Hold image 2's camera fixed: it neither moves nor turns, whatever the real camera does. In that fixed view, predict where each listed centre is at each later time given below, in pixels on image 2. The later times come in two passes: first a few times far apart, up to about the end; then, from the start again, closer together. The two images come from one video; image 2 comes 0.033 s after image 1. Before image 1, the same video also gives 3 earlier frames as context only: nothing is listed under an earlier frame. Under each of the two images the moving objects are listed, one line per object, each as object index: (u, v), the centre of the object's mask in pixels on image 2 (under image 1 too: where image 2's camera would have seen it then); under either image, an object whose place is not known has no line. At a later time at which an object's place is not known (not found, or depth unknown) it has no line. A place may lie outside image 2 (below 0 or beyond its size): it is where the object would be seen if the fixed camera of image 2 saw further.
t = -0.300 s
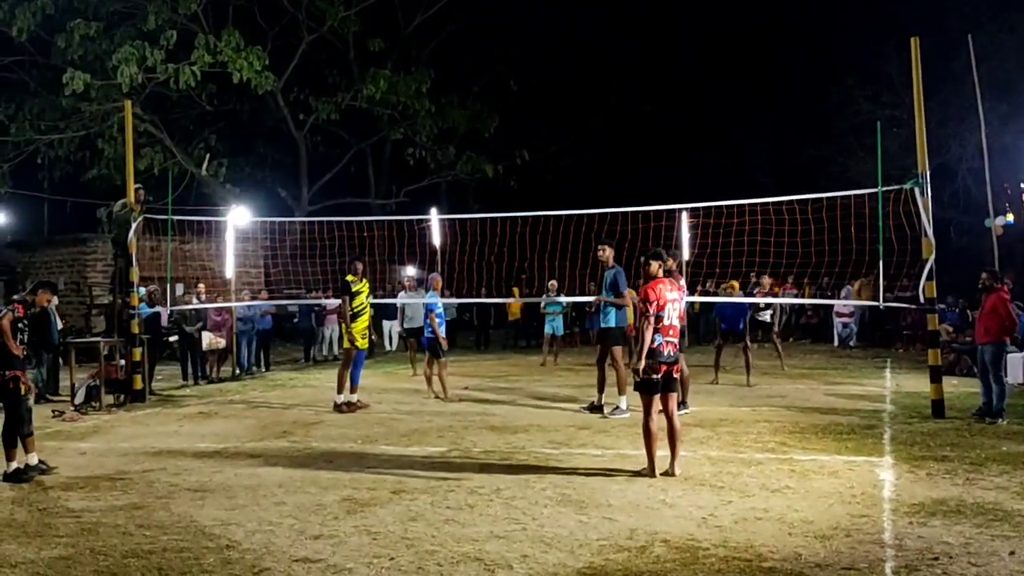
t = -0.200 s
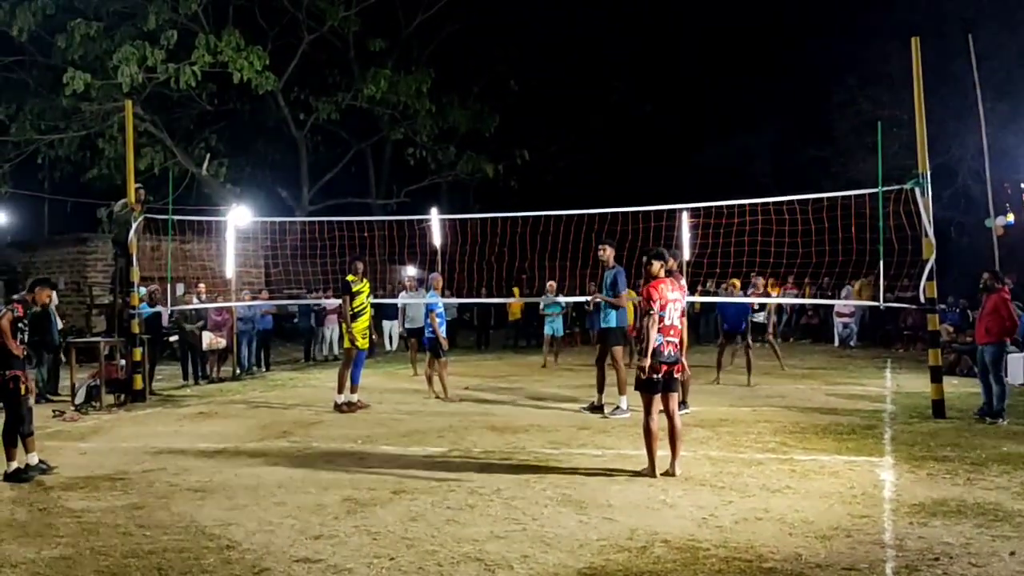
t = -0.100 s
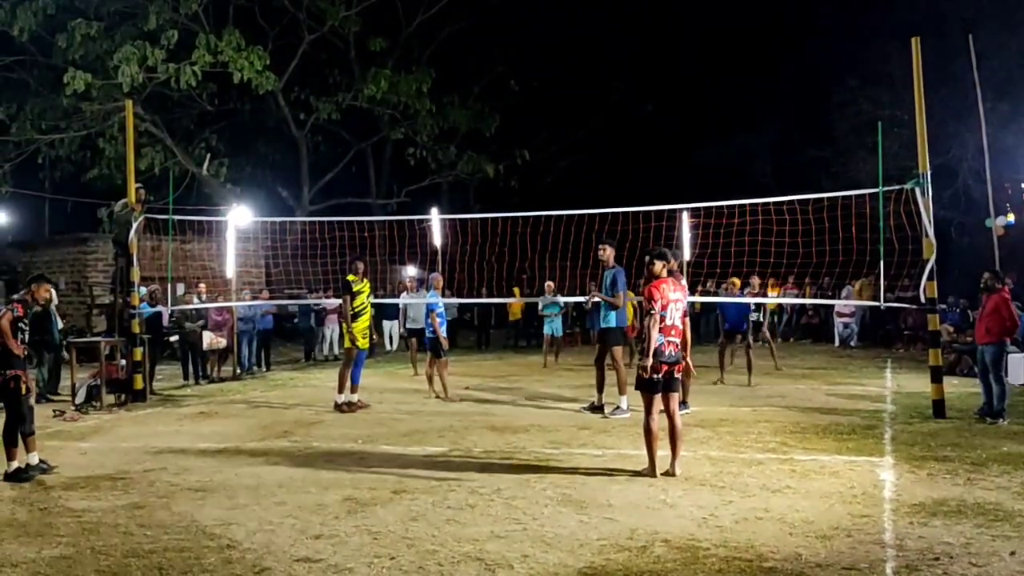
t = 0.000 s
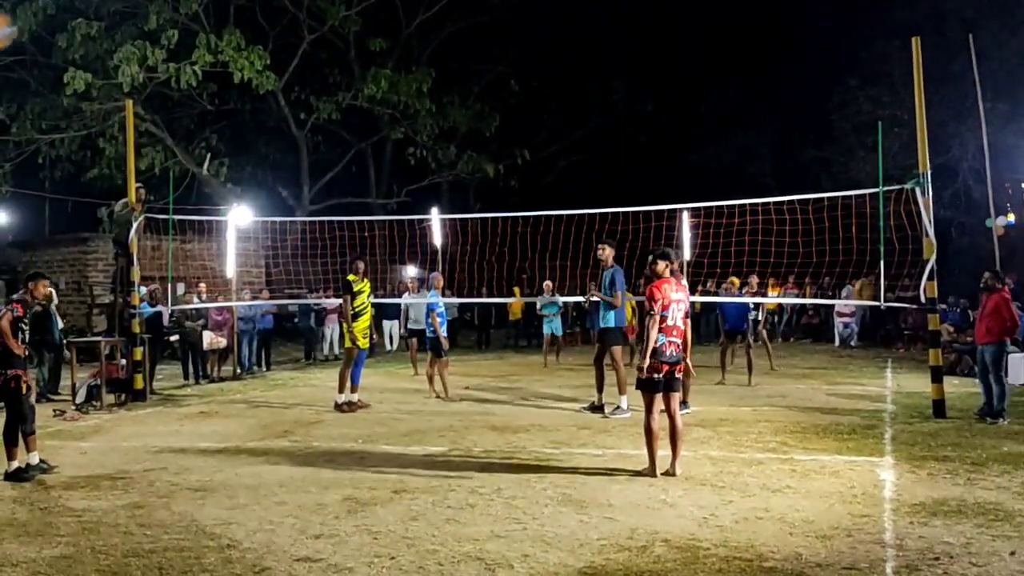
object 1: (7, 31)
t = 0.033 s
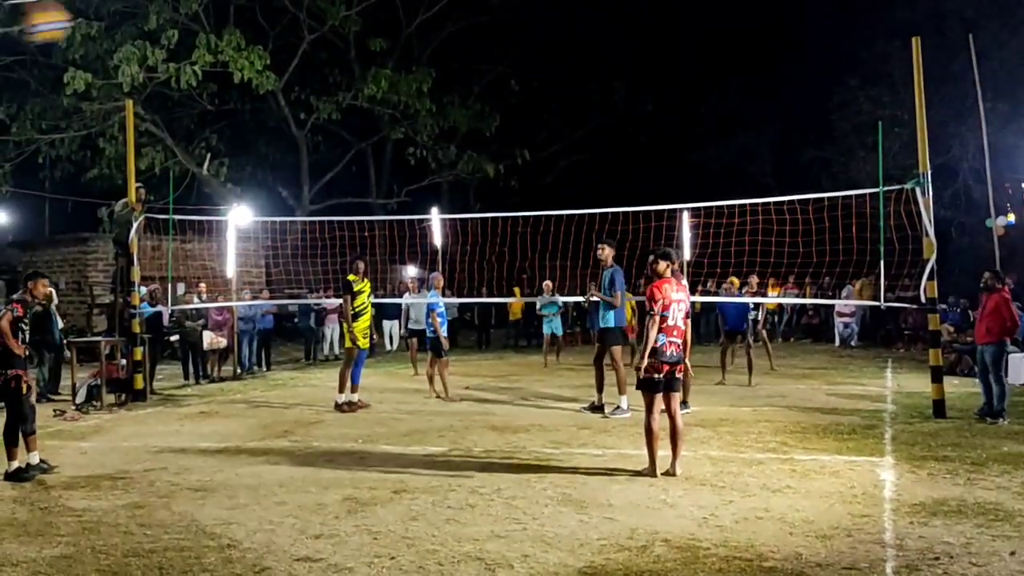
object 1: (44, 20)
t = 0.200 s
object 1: (243, 16)
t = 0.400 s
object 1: (379, 51)
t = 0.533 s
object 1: (436, 87)
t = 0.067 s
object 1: (96, 18)
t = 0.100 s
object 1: (141, 15)
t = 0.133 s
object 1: (177, 14)
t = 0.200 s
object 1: (243, 16)
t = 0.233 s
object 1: (272, 21)
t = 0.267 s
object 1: (298, 26)
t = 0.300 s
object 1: (322, 31)
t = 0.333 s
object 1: (343, 37)
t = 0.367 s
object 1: (361, 44)
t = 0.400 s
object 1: (379, 51)
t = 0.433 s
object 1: (395, 59)
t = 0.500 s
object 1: (423, 77)
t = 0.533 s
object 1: (436, 87)
